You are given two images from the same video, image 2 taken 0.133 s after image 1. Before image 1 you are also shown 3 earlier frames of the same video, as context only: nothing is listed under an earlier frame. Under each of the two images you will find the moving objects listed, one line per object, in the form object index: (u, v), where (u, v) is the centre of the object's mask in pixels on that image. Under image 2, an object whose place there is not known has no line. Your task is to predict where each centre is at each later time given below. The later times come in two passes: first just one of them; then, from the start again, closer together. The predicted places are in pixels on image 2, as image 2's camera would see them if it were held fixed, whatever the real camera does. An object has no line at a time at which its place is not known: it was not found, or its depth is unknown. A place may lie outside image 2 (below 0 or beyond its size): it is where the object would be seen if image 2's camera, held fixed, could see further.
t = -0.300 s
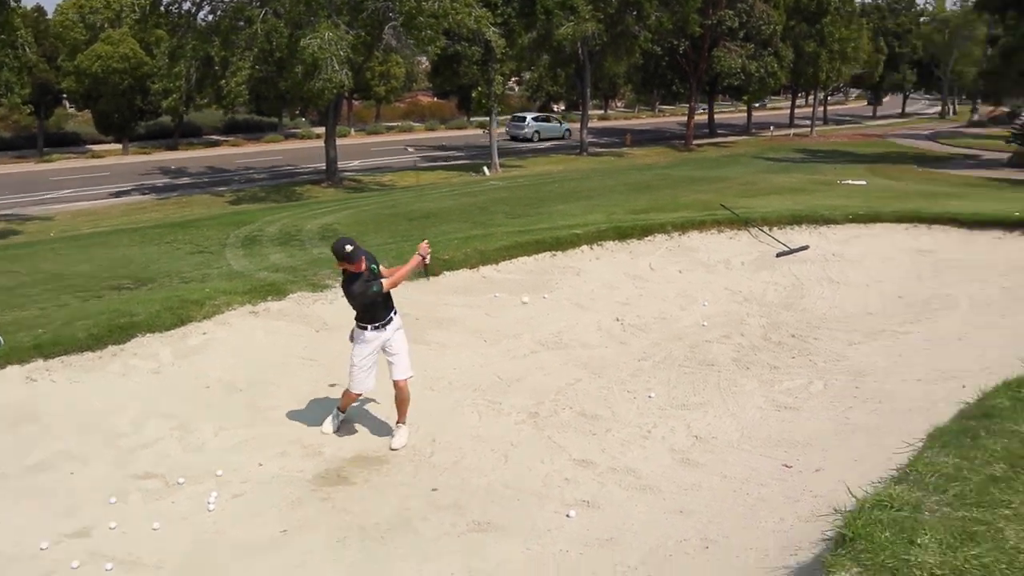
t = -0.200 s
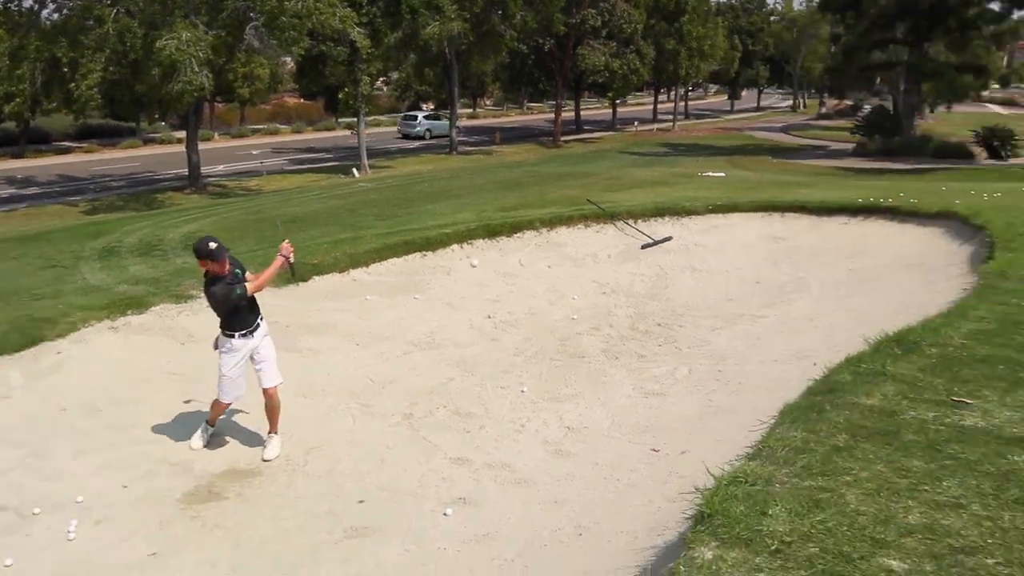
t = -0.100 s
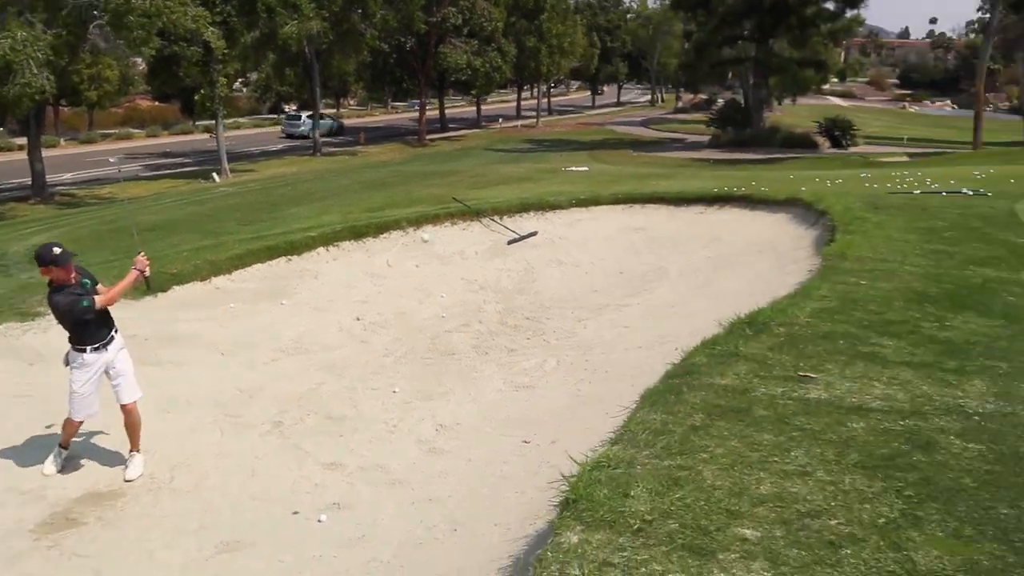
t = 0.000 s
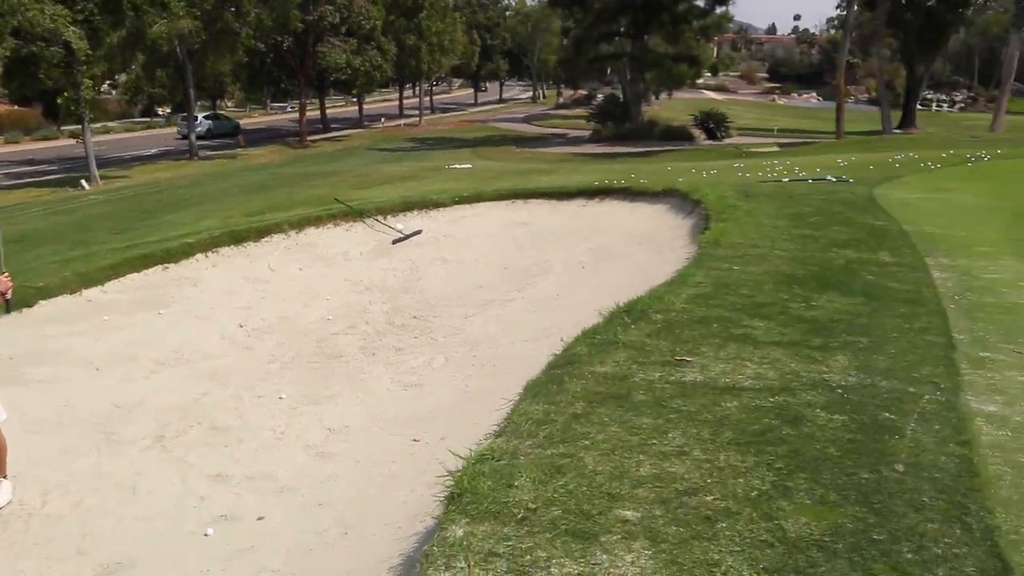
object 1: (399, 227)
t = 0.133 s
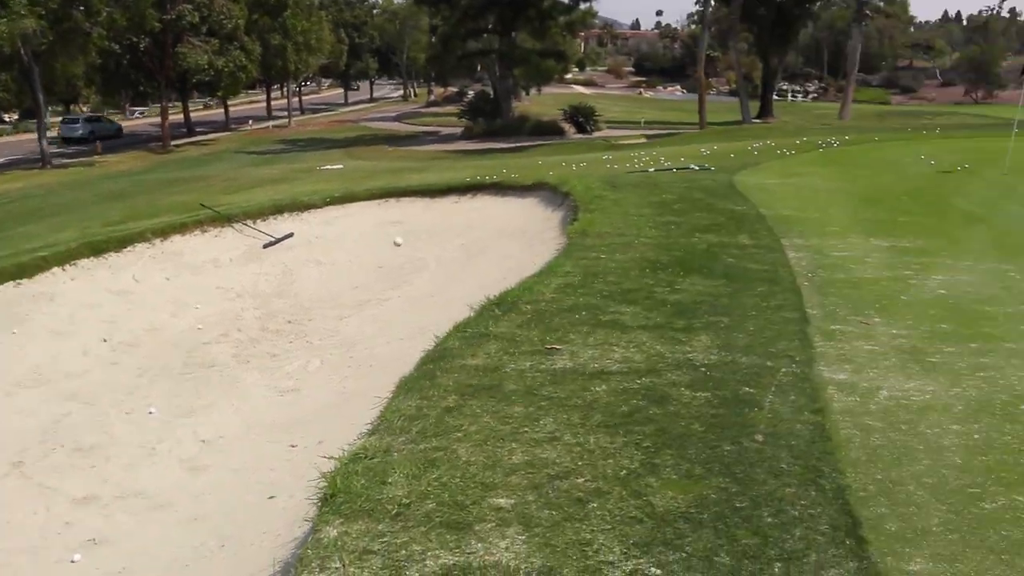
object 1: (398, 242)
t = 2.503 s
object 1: (799, 353)
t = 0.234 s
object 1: (492, 273)
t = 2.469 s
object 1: (799, 353)
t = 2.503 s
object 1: (799, 353)
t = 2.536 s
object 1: (800, 353)
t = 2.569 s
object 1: (800, 354)
